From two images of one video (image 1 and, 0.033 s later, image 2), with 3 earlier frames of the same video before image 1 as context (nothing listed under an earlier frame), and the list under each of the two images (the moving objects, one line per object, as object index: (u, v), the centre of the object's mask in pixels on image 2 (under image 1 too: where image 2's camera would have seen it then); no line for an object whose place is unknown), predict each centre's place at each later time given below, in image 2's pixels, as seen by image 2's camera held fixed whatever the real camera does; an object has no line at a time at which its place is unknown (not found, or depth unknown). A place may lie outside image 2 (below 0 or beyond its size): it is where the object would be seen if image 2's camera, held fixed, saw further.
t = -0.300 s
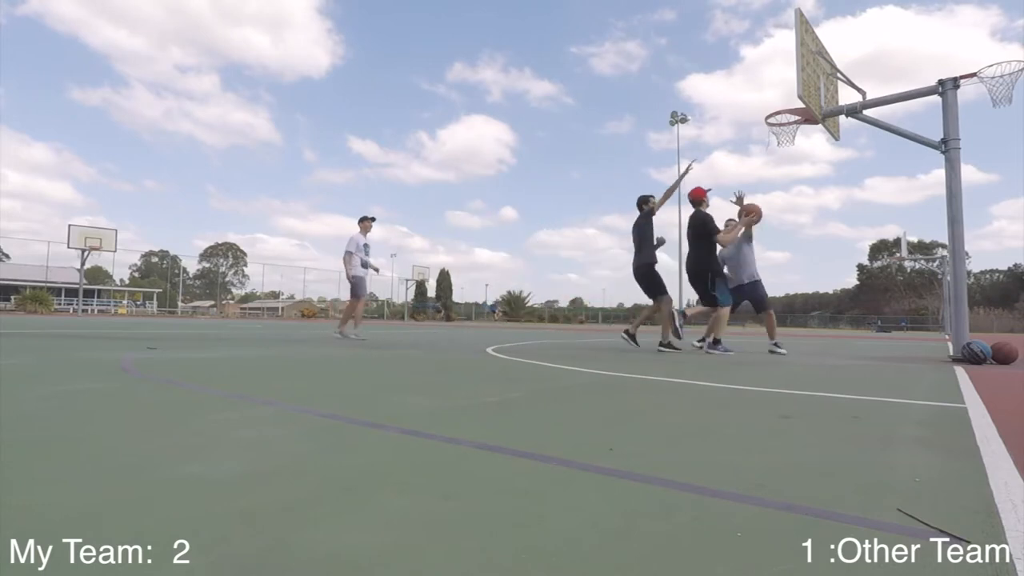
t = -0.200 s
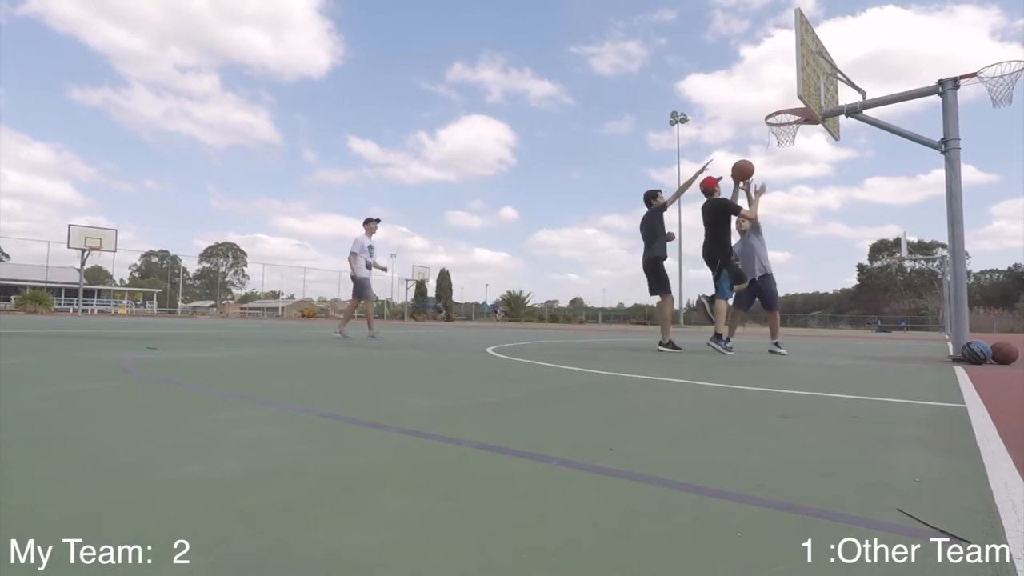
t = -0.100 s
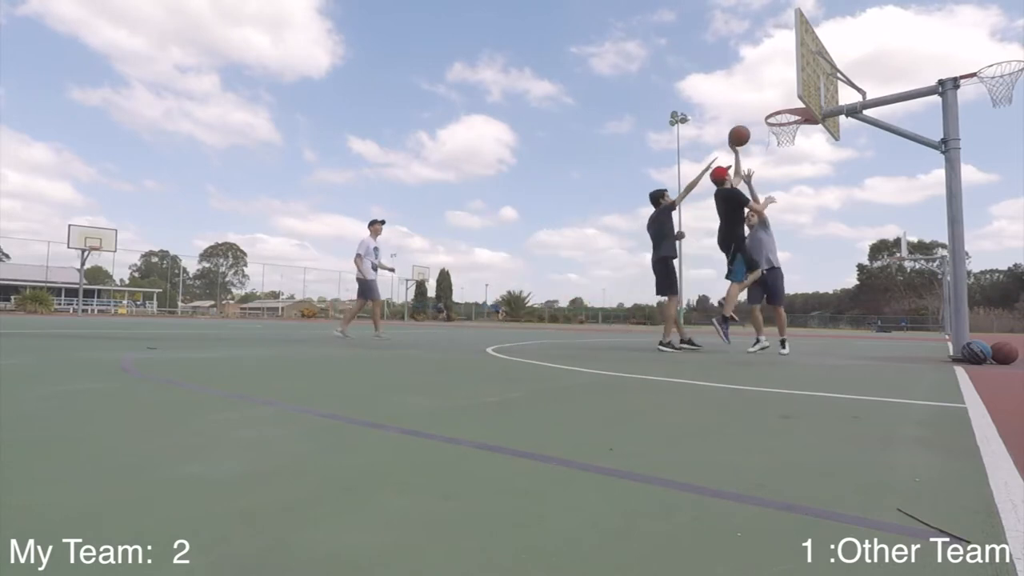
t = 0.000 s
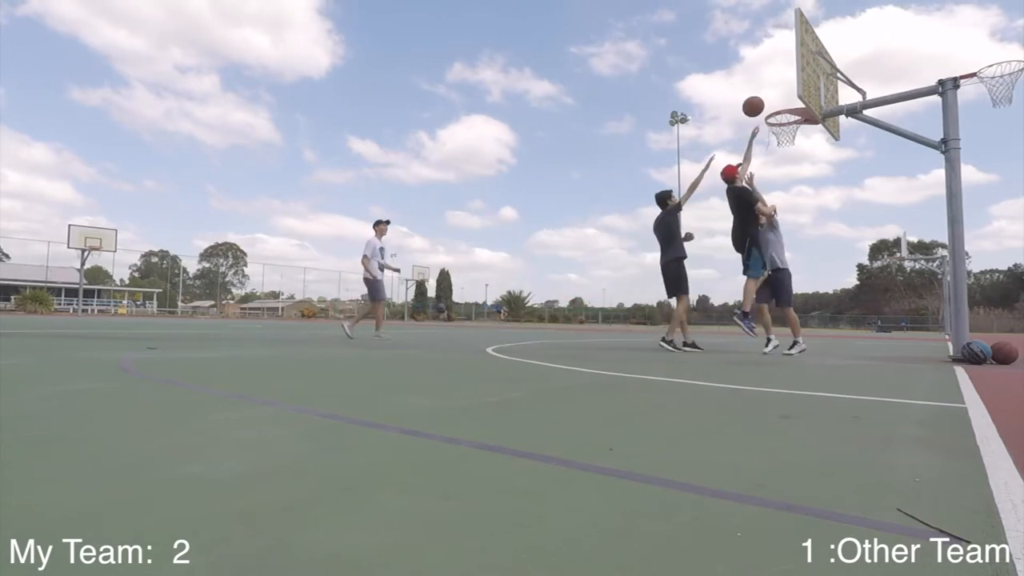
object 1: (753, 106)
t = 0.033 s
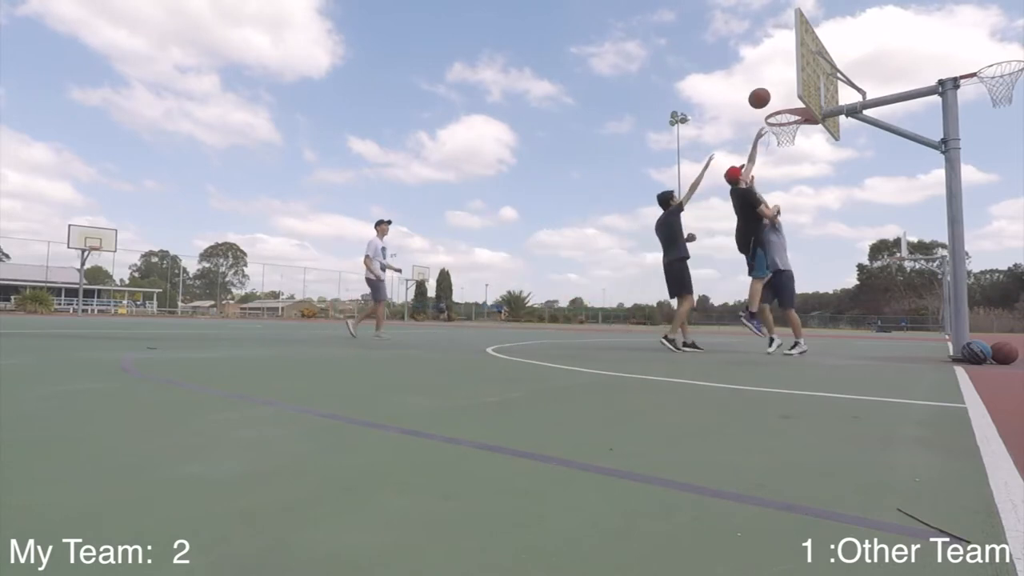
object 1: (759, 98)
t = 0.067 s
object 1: (765, 90)
